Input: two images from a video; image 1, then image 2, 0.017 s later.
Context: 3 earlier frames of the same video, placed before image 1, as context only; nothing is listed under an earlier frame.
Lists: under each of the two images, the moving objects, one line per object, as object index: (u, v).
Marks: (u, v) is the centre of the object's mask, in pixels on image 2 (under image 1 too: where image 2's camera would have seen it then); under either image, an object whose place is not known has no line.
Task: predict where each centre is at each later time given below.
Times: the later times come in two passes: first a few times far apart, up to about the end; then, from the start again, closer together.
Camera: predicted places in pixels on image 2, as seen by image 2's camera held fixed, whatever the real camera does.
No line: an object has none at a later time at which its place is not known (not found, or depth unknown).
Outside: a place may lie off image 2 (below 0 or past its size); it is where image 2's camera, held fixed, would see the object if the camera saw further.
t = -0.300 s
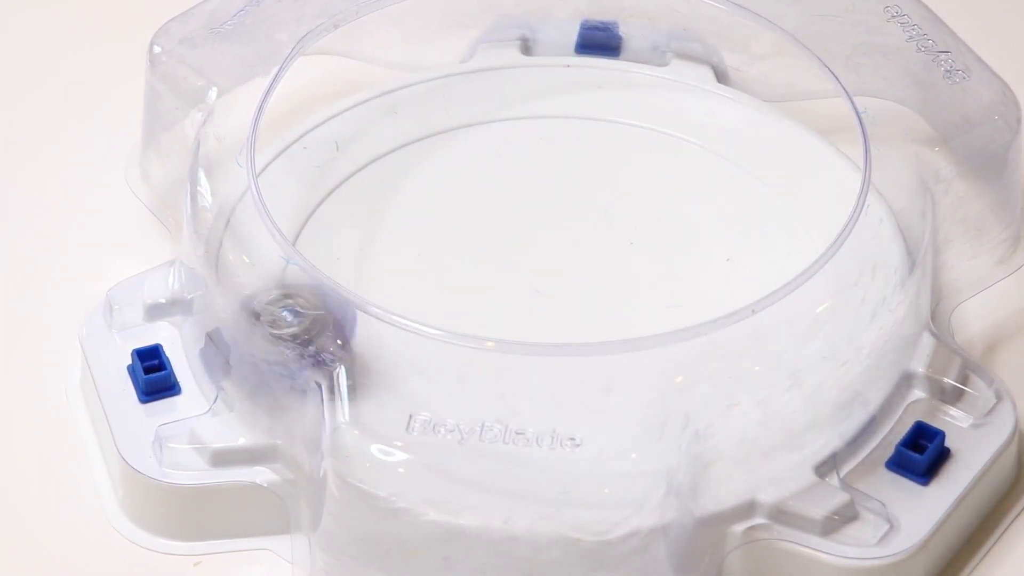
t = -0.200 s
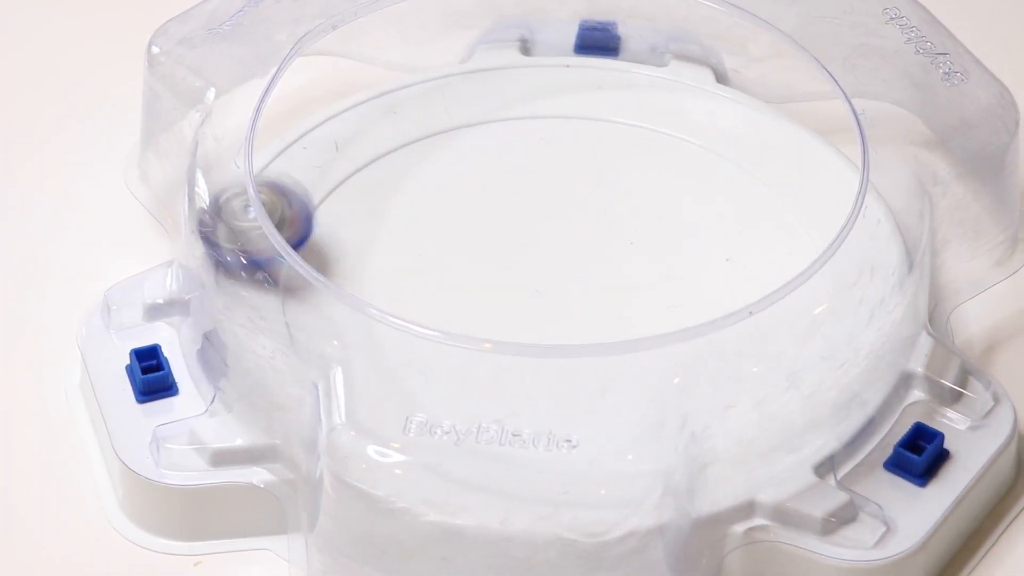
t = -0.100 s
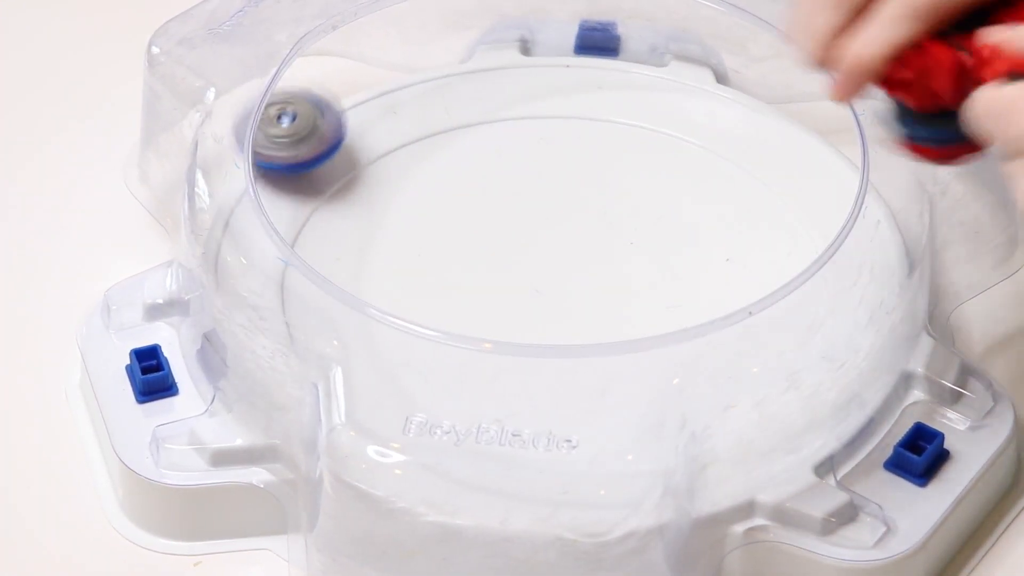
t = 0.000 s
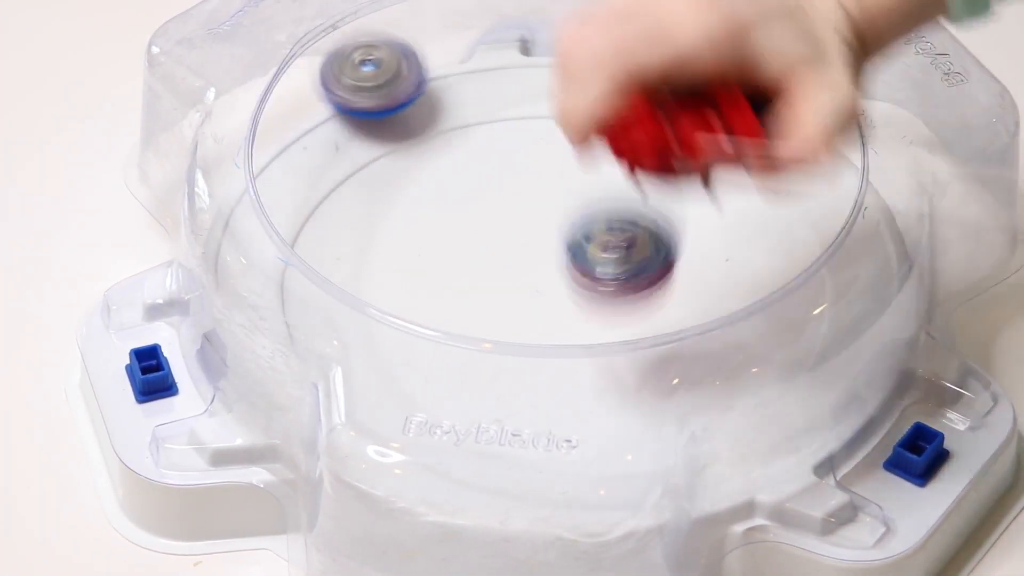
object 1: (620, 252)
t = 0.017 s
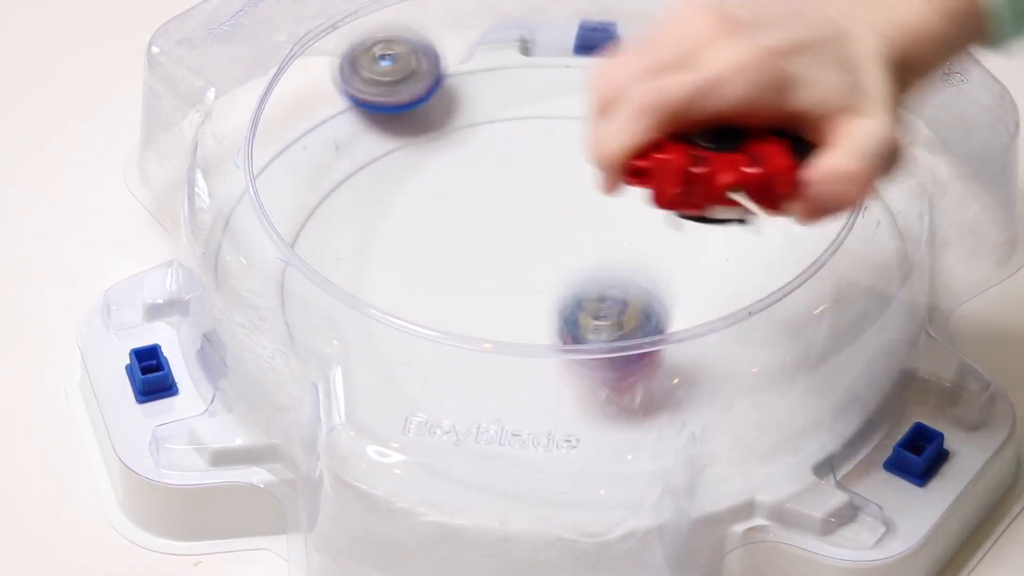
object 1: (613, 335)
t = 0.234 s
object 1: (535, 302)
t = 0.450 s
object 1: (504, 283)
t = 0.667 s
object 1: (524, 236)
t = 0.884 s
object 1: (551, 256)
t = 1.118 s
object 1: (523, 307)
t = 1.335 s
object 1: (529, 313)
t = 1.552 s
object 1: (547, 278)
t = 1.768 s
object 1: (506, 246)
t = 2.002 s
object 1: (489, 244)
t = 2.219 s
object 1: (524, 181)
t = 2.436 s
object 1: (642, 216)
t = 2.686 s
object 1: (717, 279)
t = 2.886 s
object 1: (676, 390)
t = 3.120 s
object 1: (553, 401)
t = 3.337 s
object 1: (573, 390)
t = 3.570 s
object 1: (599, 297)
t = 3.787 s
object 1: (536, 271)
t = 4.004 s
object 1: (442, 342)
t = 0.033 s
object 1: (604, 357)
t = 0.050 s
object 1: (598, 325)
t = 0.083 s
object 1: (588, 280)
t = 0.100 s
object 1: (583, 263)
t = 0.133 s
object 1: (572, 243)
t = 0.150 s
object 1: (566, 239)
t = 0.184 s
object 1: (554, 250)
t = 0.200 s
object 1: (548, 263)
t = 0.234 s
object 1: (535, 302)
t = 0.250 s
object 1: (529, 335)
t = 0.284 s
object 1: (523, 313)
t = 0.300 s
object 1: (520, 304)
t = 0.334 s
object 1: (514, 295)
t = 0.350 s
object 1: (511, 295)
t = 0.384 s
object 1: (508, 304)
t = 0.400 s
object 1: (506, 294)
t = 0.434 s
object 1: (504, 282)
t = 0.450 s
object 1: (504, 283)
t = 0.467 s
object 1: (504, 278)
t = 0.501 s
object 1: (504, 270)
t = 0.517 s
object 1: (505, 262)
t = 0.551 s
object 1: (507, 255)
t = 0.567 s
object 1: (509, 250)
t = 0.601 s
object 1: (513, 244)
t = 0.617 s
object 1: (516, 238)
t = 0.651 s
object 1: (522, 239)
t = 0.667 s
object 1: (524, 236)
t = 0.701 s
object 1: (530, 235)
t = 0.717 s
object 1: (533, 235)
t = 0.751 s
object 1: (537, 237)
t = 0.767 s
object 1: (540, 235)
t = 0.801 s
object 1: (544, 241)
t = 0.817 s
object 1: (546, 241)
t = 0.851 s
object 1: (550, 250)
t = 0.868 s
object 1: (551, 254)
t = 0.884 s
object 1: (551, 256)
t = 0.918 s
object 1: (552, 264)
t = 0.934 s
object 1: (551, 268)
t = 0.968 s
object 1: (548, 276)
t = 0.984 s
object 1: (546, 281)
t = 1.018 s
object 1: (541, 289)
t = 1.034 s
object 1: (538, 294)
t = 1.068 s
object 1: (531, 300)
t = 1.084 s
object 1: (528, 302)
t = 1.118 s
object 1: (523, 307)
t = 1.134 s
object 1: (520, 309)
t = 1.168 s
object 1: (518, 312)
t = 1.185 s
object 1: (517, 313)
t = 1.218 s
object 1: (516, 314)
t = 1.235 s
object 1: (517, 315)
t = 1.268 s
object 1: (520, 315)
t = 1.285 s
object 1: (522, 315)
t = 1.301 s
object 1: (524, 315)
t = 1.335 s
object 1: (529, 313)
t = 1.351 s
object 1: (532, 312)
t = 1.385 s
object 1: (538, 310)
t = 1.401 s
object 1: (541, 308)
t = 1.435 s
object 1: (544, 303)
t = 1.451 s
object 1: (546, 300)
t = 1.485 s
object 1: (548, 293)
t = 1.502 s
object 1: (548, 290)
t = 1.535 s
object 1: (548, 282)
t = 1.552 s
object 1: (547, 278)
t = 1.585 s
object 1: (544, 271)
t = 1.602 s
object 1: (542, 266)
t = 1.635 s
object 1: (537, 261)
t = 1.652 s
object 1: (534, 258)
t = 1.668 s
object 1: (530, 255)
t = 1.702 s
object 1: (522, 249)
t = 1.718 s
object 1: (518, 249)
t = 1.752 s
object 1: (510, 247)
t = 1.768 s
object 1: (506, 246)
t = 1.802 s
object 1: (500, 246)
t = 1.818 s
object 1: (497, 249)
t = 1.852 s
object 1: (491, 251)
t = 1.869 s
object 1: (488, 254)
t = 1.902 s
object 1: (483, 258)
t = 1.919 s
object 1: (481, 261)
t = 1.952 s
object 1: (479, 262)
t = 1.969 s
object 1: (482, 257)
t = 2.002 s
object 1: (489, 244)
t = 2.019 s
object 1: (493, 236)
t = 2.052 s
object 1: (499, 221)
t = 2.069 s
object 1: (502, 215)
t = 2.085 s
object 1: (505, 208)
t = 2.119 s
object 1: (511, 197)
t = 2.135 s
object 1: (514, 193)
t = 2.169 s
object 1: (518, 185)
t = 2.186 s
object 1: (520, 183)
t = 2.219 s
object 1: (524, 181)
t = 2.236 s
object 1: (525, 180)
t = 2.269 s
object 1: (527, 182)
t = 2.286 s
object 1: (527, 184)
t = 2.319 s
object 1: (534, 188)
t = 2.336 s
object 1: (551, 191)
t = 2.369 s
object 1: (583, 199)
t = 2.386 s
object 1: (600, 203)
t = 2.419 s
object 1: (629, 211)
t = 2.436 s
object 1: (642, 216)
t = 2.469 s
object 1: (667, 225)
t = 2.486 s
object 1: (678, 230)
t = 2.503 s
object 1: (689, 235)
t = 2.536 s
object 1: (706, 244)
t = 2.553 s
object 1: (712, 249)
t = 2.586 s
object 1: (722, 258)
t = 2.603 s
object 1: (724, 262)
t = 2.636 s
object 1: (725, 269)
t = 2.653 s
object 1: (723, 272)
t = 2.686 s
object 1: (717, 279)
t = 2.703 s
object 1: (712, 282)
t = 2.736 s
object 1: (701, 288)
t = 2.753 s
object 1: (693, 290)
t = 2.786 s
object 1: (689, 313)
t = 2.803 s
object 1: (688, 326)
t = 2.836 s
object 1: (687, 357)
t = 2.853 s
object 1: (686, 376)
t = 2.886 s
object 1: (676, 390)
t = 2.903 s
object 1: (669, 395)
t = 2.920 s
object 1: (662, 401)
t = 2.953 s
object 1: (646, 410)
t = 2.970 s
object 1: (640, 411)
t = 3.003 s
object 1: (625, 415)
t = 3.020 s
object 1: (611, 416)
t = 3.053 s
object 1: (592, 411)
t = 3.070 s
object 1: (582, 410)
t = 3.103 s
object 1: (561, 404)
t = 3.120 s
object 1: (553, 401)
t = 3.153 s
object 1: (546, 400)
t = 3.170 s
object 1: (547, 400)
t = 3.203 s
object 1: (549, 401)
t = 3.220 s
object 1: (551, 401)
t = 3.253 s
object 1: (556, 402)
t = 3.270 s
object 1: (558, 401)
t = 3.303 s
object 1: (565, 398)
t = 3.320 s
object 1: (568, 396)
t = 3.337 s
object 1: (573, 390)
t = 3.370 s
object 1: (580, 377)
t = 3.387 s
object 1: (582, 372)
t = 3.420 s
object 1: (588, 361)
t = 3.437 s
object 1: (592, 356)
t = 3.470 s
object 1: (595, 337)
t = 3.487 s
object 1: (597, 329)
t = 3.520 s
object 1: (599, 310)
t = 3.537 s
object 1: (599, 306)
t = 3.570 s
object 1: (599, 297)
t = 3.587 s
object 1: (599, 291)
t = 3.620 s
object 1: (597, 276)
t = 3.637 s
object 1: (595, 270)
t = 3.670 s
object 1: (591, 258)
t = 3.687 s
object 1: (589, 252)
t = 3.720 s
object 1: (577, 251)
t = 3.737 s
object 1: (566, 255)
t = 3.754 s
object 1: (556, 261)
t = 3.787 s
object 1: (536, 271)
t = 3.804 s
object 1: (526, 276)
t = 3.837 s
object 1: (507, 287)
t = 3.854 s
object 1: (498, 293)
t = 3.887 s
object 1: (483, 300)
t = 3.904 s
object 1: (477, 303)
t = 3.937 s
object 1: (463, 317)
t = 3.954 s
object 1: (457, 323)
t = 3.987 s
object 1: (447, 331)
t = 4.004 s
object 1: (442, 342)
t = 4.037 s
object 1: (438, 350)
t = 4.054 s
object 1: (436, 355)
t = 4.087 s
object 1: (430, 371)
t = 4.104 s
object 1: (432, 372)
